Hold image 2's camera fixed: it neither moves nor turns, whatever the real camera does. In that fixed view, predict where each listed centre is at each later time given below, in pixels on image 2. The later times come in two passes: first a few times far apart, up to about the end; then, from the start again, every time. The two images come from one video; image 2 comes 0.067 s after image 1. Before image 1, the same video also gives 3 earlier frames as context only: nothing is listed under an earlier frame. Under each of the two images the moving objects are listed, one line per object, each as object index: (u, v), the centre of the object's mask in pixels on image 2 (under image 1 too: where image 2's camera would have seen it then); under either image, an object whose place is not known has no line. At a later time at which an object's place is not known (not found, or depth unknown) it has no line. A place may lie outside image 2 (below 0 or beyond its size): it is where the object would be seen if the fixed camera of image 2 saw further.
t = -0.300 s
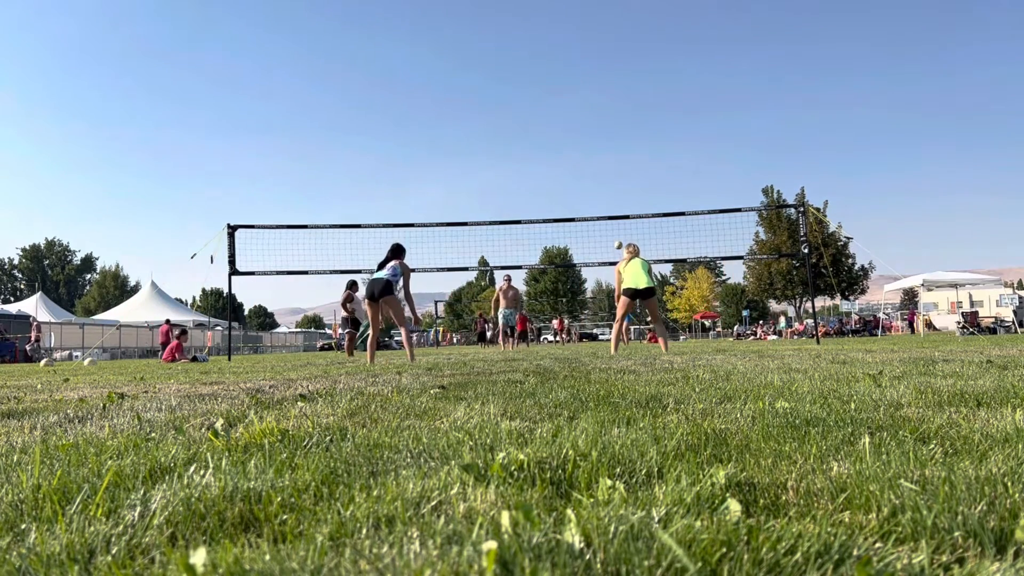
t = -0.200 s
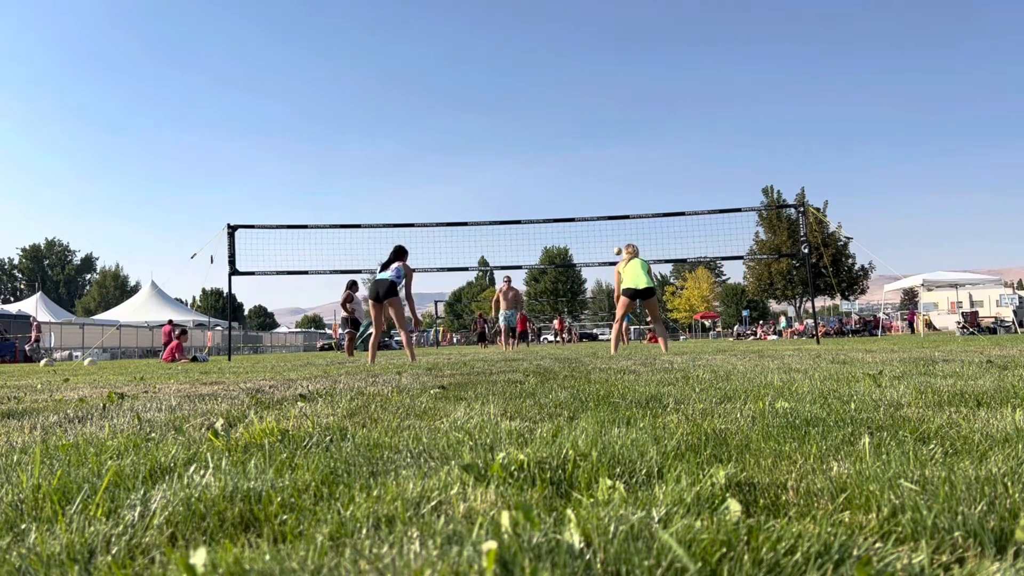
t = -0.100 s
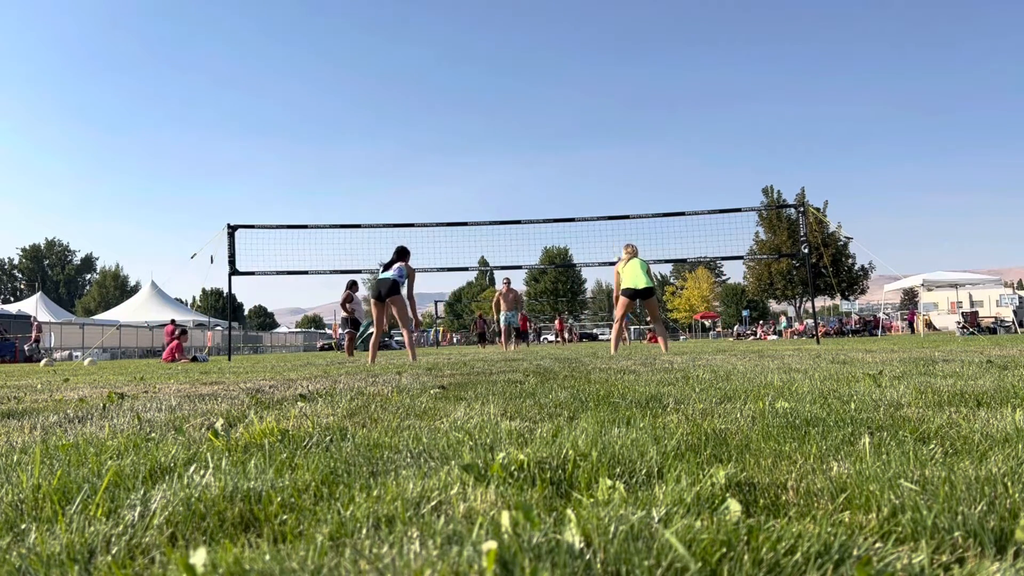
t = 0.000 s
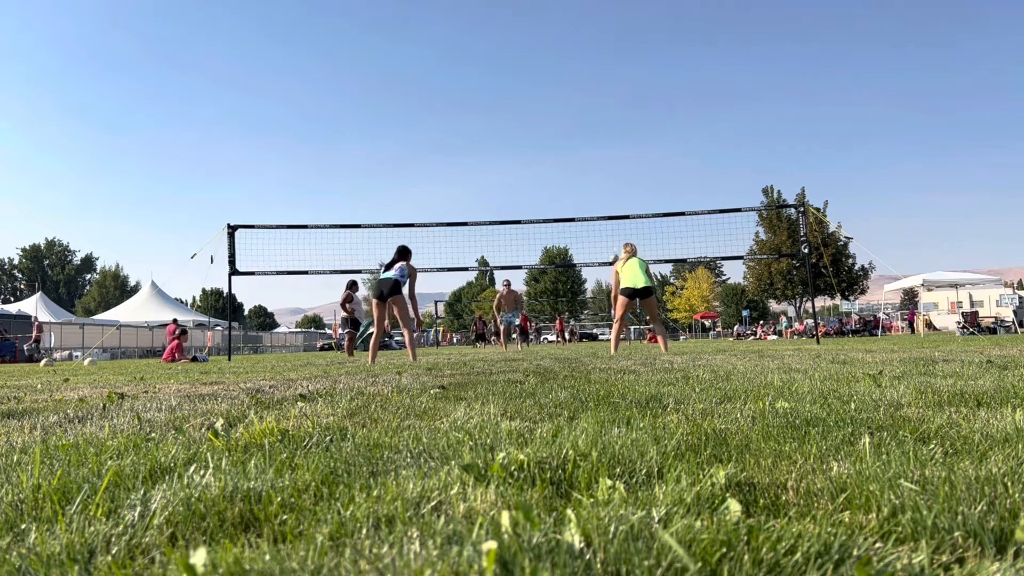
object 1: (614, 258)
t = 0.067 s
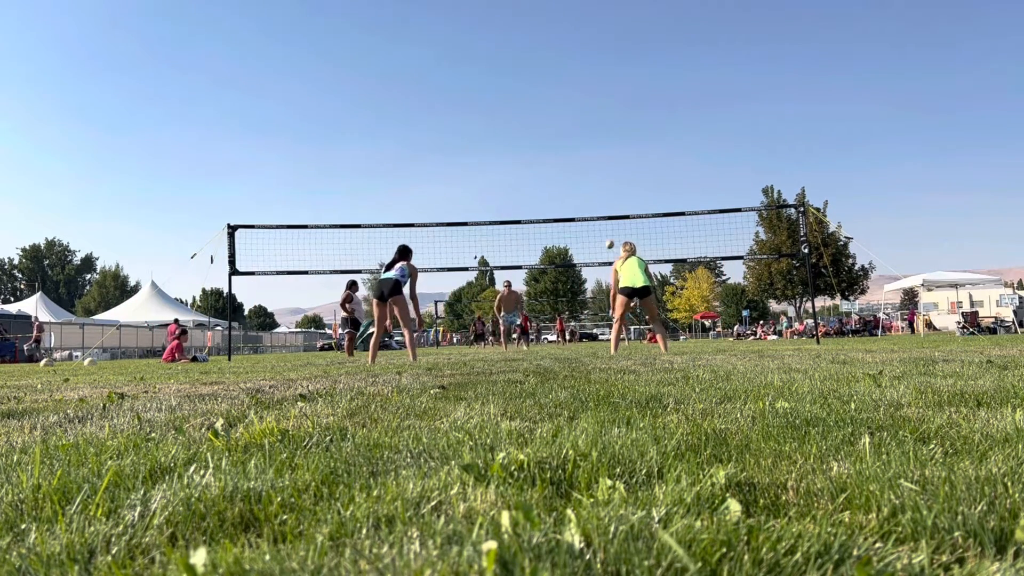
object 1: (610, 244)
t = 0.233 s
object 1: (599, 213)
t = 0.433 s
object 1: (585, 190)
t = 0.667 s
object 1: (563, 192)
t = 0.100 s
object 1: (607, 238)
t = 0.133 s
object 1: (605, 231)
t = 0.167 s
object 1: (603, 225)
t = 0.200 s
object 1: (602, 221)
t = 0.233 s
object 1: (599, 213)
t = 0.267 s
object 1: (597, 209)
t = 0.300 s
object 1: (594, 204)
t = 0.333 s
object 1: (592, 200)
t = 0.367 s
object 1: (590, 196)
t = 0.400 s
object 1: (588, 193)
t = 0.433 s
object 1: (585, 190)
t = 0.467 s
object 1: (582, 188)
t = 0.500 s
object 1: (579, 187)
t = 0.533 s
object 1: (576, 186)
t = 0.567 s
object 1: (573, 187)
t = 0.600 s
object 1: (570, 188)
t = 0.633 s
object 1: (566, 189)
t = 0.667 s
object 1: (563, 192)
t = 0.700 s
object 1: (559, 196)
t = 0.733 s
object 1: (556, 200)
